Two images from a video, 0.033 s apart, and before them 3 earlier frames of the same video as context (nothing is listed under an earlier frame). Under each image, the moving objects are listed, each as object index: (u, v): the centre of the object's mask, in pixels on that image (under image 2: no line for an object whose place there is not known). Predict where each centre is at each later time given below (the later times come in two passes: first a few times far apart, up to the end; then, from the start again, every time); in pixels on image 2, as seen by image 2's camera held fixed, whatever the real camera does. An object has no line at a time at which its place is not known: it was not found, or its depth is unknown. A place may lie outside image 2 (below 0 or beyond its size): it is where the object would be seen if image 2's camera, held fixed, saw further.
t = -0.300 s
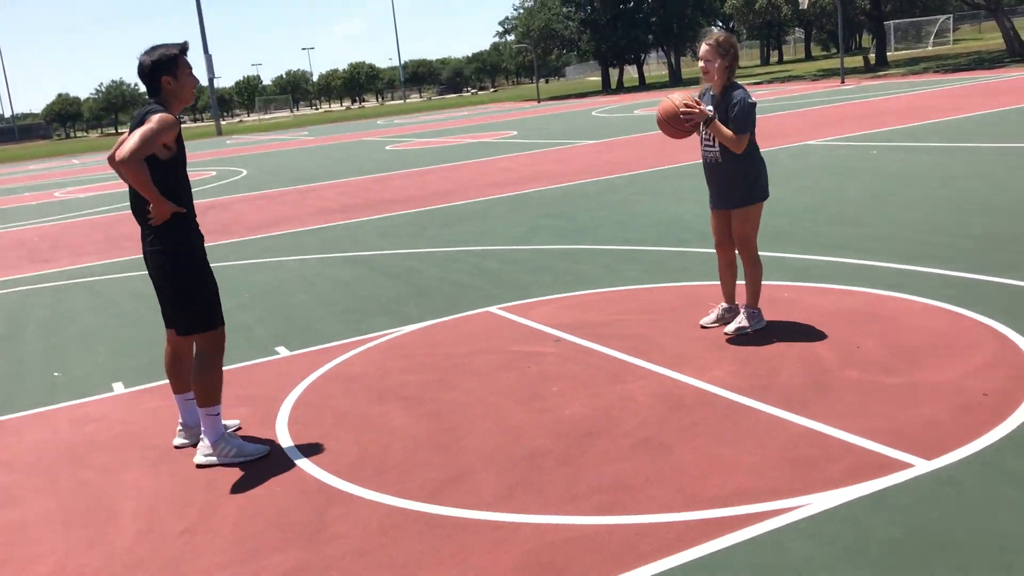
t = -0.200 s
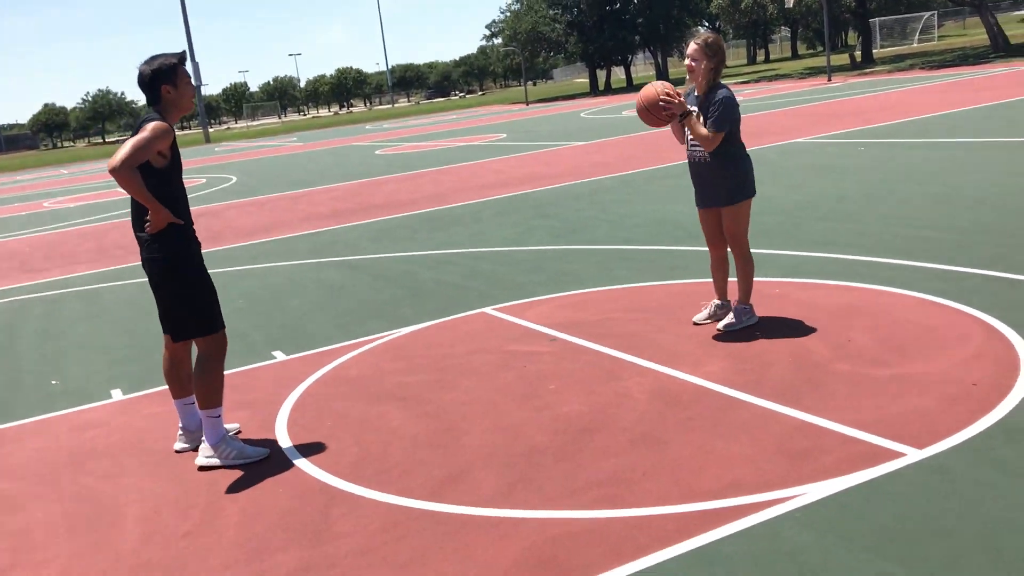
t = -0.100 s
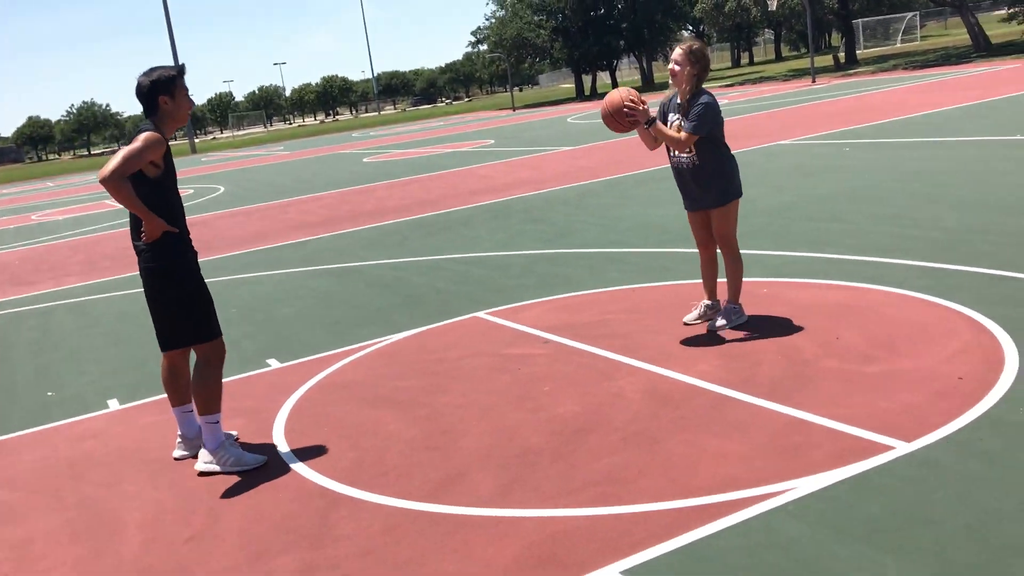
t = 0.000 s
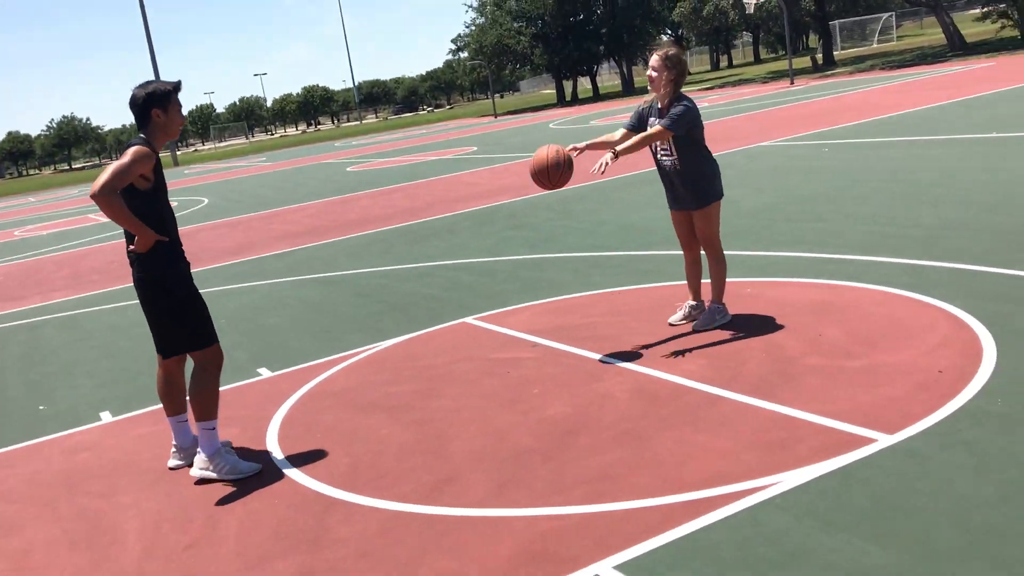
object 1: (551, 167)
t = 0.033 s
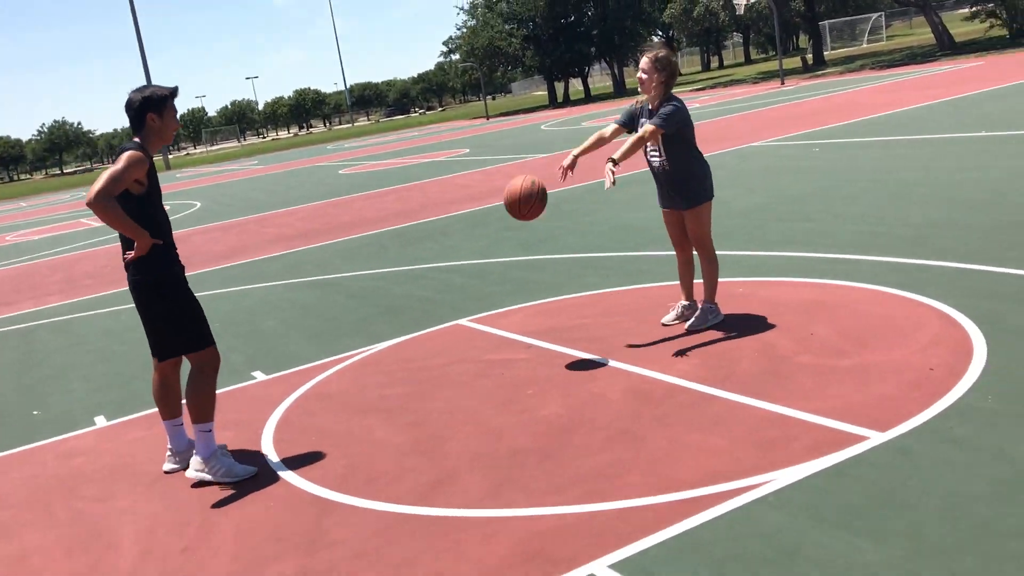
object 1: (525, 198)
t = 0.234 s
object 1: (418, 361)
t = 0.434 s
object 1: (312, 244)
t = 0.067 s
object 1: (507, 229)
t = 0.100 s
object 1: (488, 262)
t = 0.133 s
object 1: (470, 298)
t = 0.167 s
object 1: (452, 336)
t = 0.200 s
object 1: (434, 375)
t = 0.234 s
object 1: (418, 361)
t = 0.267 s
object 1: (399, 337)
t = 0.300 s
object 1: (381, 315)
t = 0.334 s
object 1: (364, 295)
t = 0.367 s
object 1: (346, 276)
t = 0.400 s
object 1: (330, 259)
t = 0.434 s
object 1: (312, 244)
